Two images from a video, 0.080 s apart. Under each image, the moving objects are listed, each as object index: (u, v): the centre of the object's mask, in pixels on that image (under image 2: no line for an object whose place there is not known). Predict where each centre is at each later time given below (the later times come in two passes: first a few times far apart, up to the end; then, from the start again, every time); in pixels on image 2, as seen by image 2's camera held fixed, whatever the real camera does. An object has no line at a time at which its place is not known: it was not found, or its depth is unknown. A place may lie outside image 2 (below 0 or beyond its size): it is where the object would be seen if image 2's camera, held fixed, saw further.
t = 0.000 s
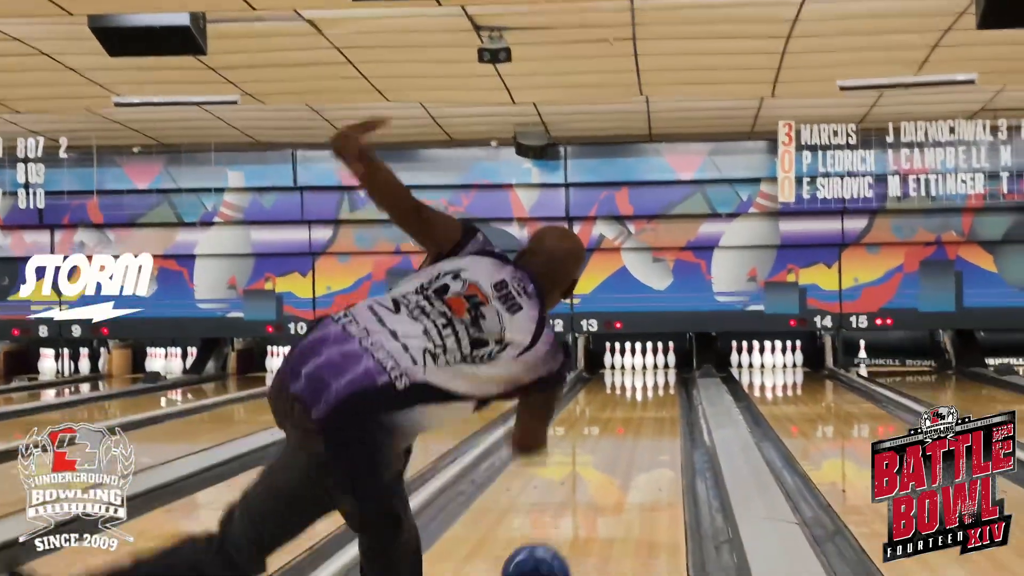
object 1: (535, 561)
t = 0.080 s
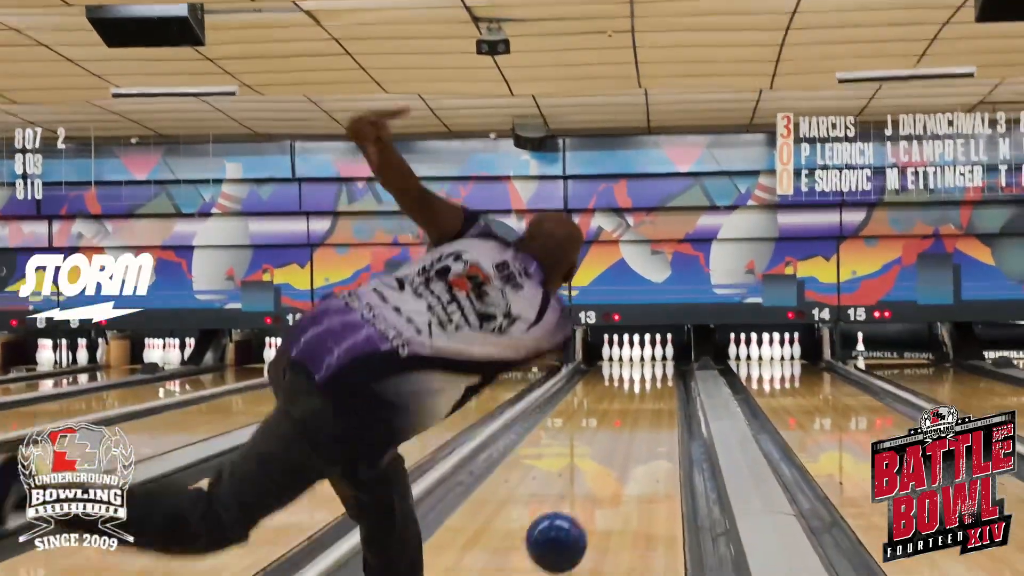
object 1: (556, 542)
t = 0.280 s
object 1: (595, 498)
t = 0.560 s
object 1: (626, 448)
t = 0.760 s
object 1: (639, 424)
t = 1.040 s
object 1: (652, 402)
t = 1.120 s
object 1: (655, 397)
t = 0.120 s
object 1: (566, 538)
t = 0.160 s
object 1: (575, 529)
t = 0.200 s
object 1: (582, 517)
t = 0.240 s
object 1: (589, 508)
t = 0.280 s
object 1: (595, 498)
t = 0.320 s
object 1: (601, 489)
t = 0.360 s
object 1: (606, 480)
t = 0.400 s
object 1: (610, 472)
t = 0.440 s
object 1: (615, 465)
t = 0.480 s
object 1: (619, 459)
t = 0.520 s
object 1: (622, 453)
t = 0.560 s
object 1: (626, 448)
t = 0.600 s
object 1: (629, 442)
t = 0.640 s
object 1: (632, 438)
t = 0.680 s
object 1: (634, 433)
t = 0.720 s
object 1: (637, 429)
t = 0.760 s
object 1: (639, 424)
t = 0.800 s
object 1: (641, 421)
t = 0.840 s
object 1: (643, 417)
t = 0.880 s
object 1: (646, 413)
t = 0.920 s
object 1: (647, 410)
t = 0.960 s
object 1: (649, 407)
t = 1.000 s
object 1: (651, 404)
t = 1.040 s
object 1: (652, 402)
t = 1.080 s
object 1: (653, 399)
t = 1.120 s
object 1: (655, 397)
